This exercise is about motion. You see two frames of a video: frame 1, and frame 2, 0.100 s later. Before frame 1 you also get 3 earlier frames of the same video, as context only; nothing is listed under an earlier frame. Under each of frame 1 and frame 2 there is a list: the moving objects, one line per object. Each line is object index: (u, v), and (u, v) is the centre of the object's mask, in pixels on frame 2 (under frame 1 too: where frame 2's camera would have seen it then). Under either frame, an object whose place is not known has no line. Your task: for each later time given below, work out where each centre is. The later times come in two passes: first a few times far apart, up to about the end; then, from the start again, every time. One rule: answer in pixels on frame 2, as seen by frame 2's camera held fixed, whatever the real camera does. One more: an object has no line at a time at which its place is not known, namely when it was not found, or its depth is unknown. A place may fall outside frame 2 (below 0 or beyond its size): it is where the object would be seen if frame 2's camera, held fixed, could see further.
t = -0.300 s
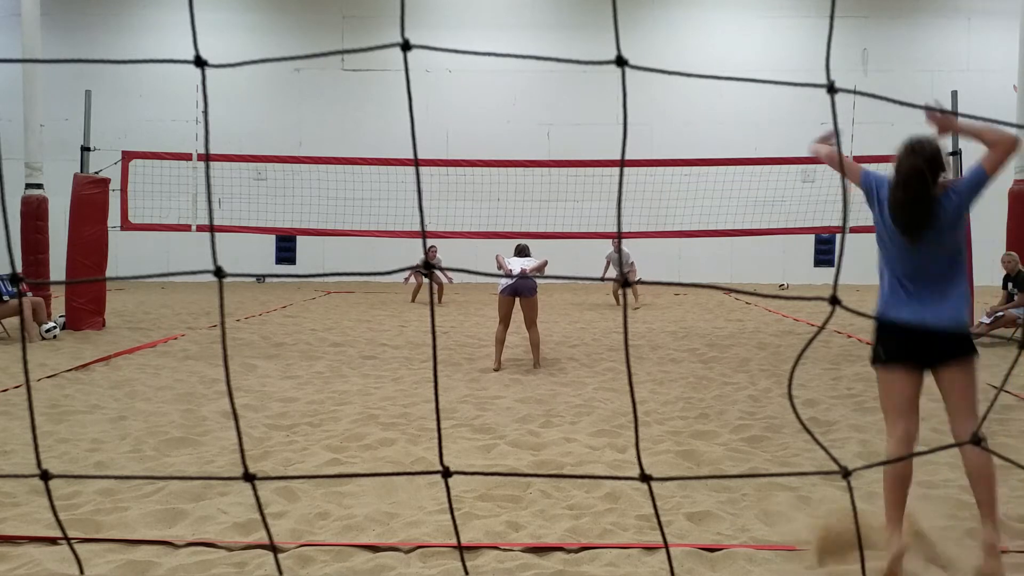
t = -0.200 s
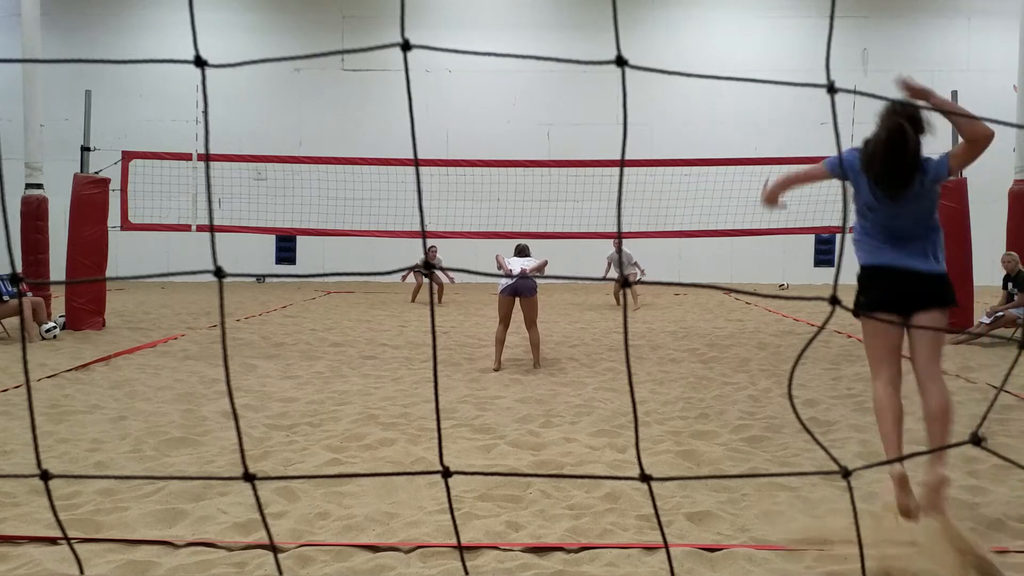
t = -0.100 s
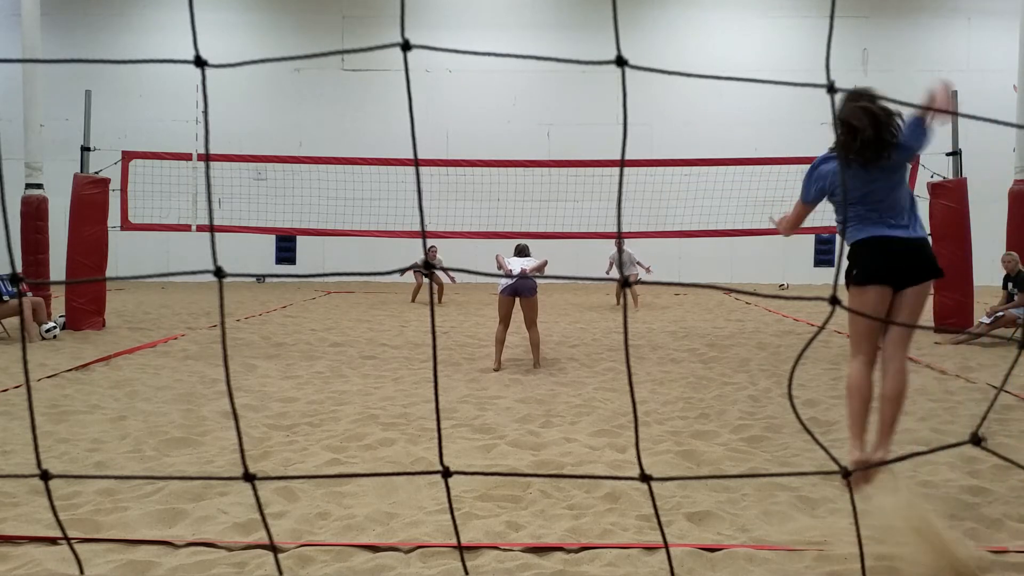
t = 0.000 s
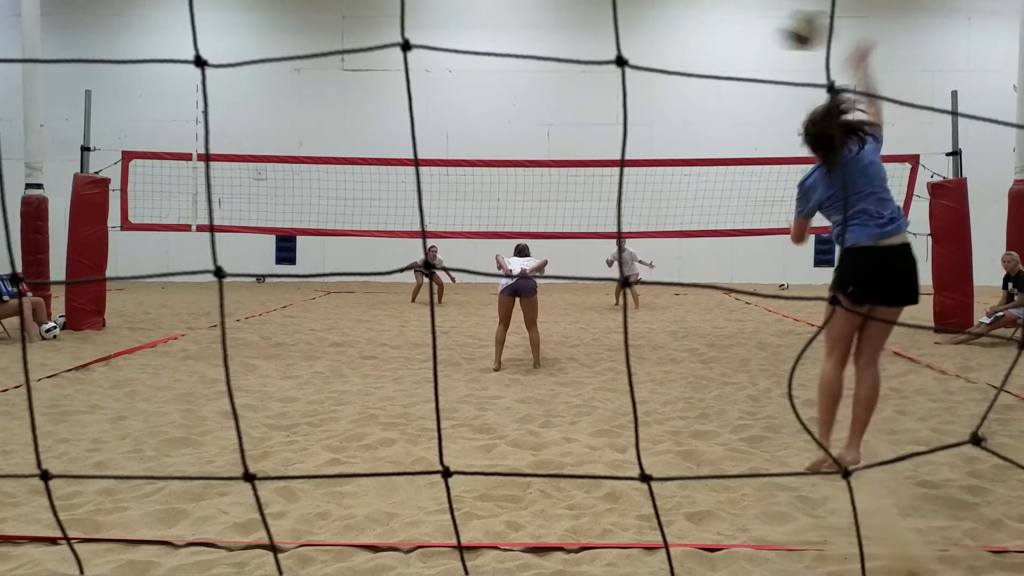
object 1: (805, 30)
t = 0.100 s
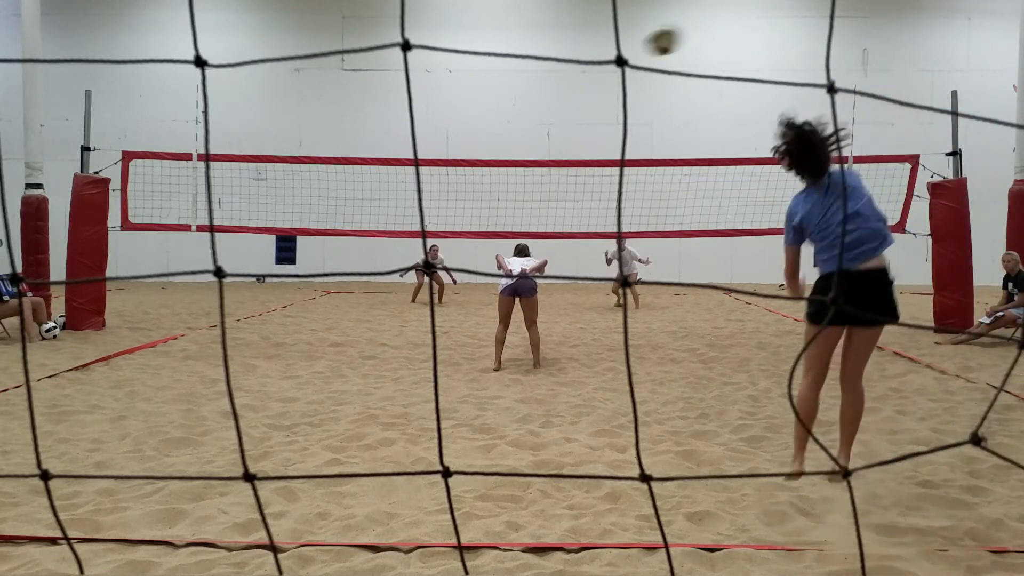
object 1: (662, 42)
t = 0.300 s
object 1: (517, 96)
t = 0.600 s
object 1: (428, 196)
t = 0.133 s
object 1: (633, 46)
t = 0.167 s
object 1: (601, 57)
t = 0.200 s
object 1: (576, 64)
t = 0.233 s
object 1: (553, 75)
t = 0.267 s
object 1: (534, 84)
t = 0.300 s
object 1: (517, 96)
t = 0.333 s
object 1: (501, 106)
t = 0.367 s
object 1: (486, 118)
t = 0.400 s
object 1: (473, 129)
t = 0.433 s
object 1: (461, 142)
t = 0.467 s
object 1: (450, 152)
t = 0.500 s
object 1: (439, 166)
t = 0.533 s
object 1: (434, 175)
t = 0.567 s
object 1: (431, 185)
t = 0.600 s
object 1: (428, 196)
